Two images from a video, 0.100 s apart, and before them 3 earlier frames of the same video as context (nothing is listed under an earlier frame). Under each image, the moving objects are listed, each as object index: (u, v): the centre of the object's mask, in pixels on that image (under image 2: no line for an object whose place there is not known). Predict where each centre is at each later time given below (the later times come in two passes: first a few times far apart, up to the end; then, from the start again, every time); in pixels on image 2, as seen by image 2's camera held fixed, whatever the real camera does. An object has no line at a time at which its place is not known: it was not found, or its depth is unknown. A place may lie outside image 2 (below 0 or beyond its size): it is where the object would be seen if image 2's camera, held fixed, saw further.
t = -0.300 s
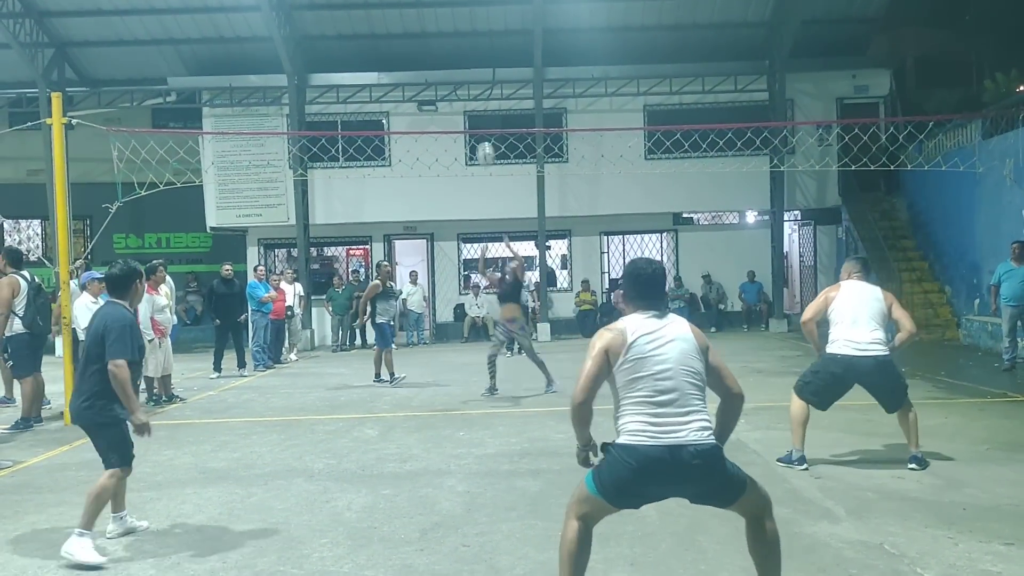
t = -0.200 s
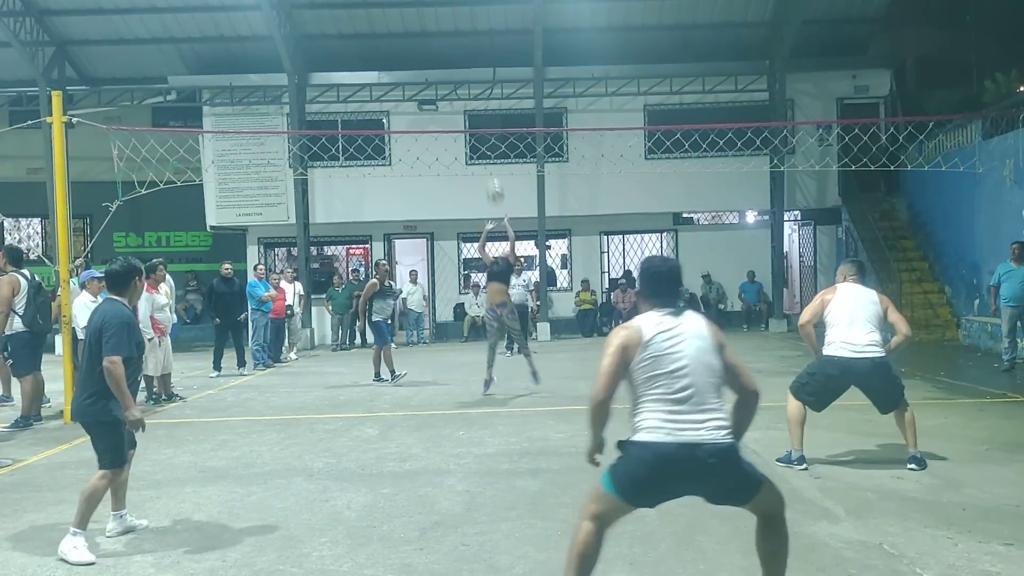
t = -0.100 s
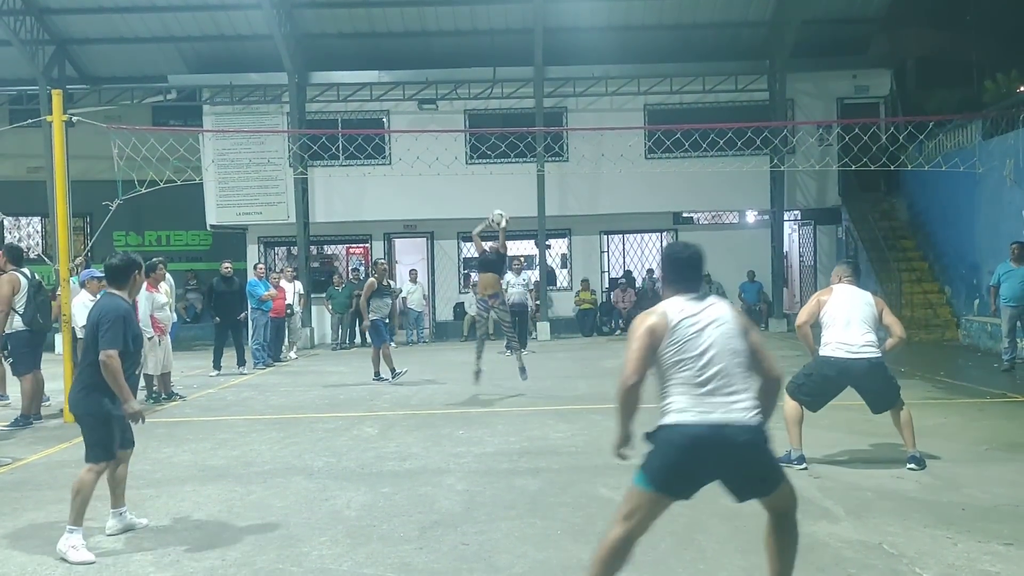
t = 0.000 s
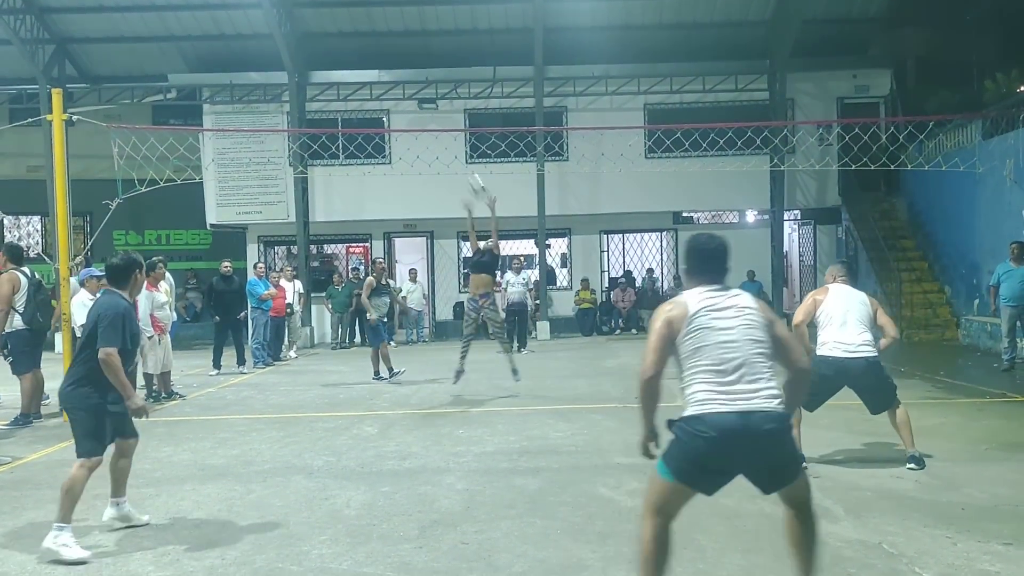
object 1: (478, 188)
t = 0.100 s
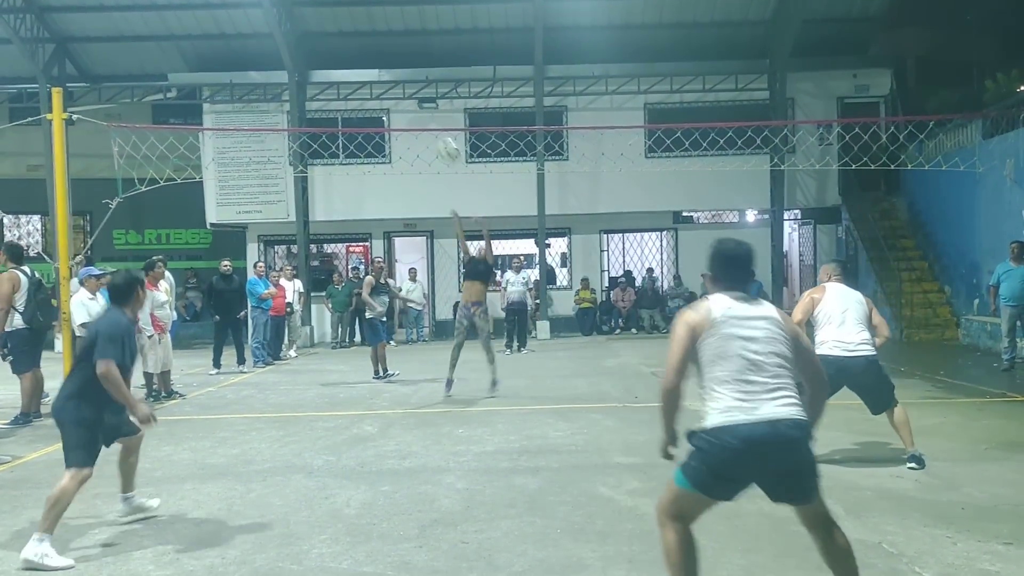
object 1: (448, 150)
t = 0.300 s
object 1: (382, 97)
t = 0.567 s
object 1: (266, 80)
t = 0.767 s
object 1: (142, 124)
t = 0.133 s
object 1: (439, 140)
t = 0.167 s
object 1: (428, 129)
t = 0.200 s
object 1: (416, 118)
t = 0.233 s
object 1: (405, 110)
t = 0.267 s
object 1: (393, 103)
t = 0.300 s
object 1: (382, 97)
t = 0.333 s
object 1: (369, 91)
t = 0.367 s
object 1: (356, 87)
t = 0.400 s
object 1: (343, 82)
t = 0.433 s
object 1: (328, 79)
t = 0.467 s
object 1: (313, 78)
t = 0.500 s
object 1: (298, 77)
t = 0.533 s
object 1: (282, 77)
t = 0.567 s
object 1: (266, 80)
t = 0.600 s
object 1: (248, 83)
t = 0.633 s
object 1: (229, 88)
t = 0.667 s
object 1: (209, 92)
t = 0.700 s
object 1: (189, 104)
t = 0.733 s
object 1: (166, 111)
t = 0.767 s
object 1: (142, 124)
